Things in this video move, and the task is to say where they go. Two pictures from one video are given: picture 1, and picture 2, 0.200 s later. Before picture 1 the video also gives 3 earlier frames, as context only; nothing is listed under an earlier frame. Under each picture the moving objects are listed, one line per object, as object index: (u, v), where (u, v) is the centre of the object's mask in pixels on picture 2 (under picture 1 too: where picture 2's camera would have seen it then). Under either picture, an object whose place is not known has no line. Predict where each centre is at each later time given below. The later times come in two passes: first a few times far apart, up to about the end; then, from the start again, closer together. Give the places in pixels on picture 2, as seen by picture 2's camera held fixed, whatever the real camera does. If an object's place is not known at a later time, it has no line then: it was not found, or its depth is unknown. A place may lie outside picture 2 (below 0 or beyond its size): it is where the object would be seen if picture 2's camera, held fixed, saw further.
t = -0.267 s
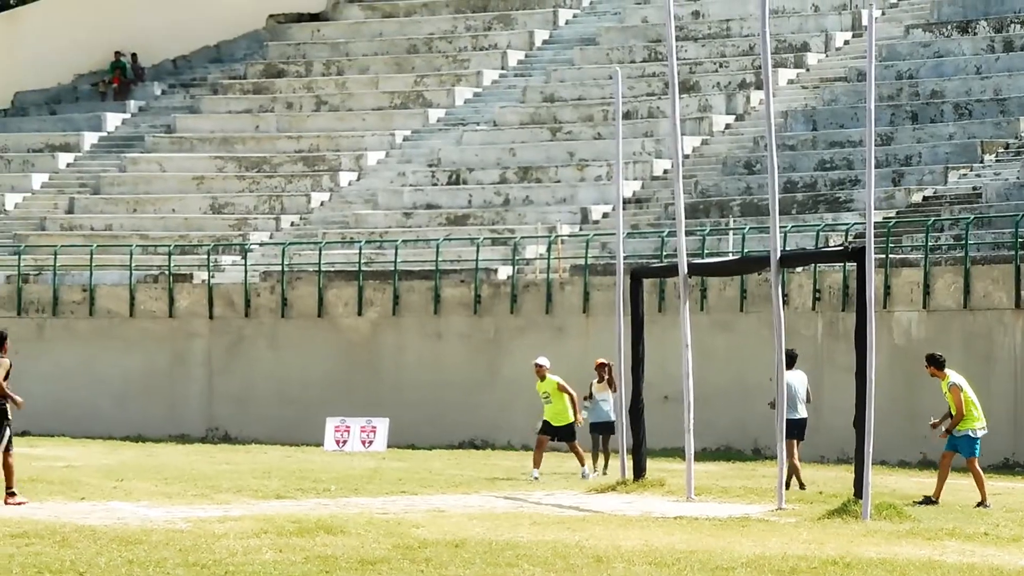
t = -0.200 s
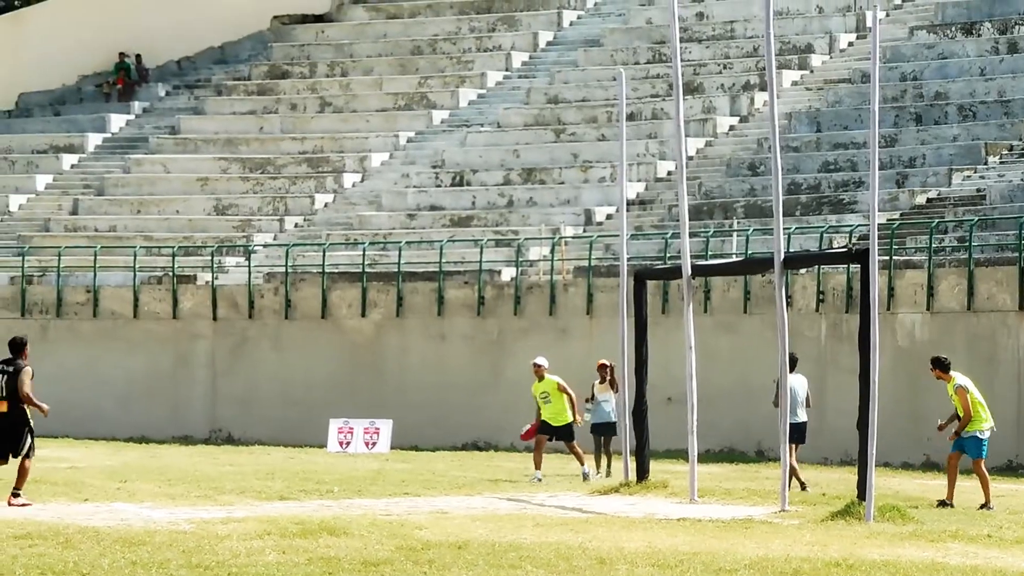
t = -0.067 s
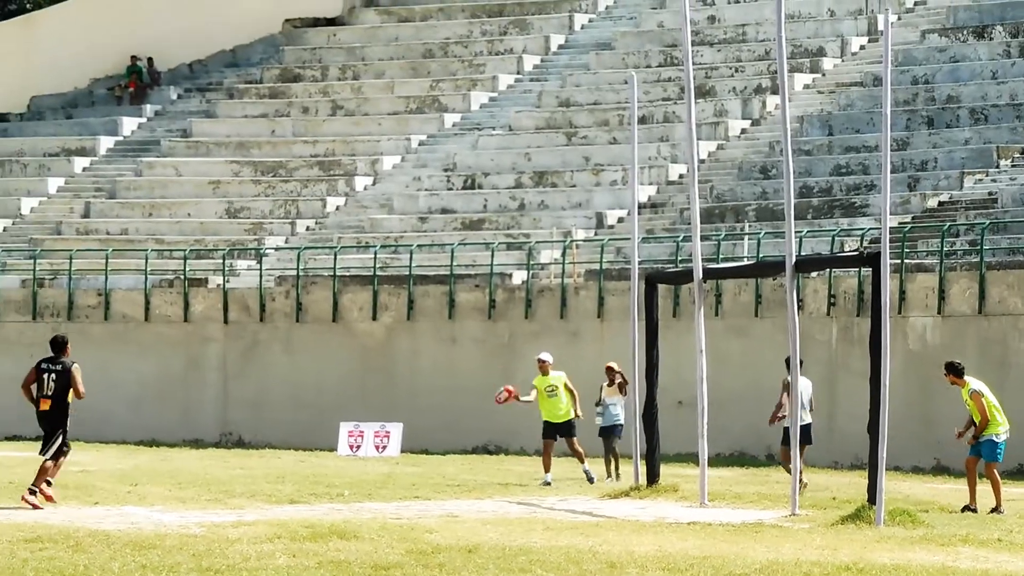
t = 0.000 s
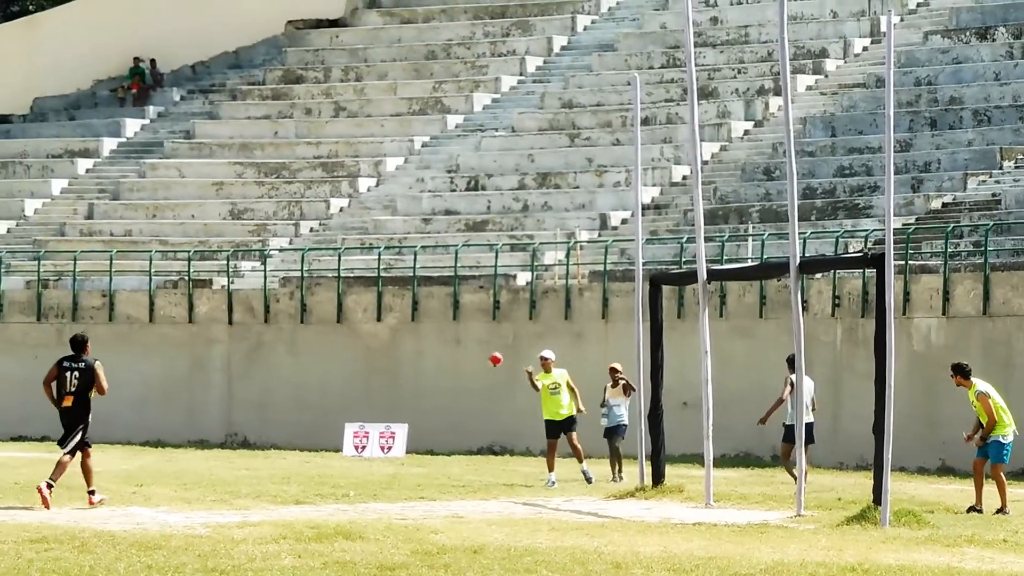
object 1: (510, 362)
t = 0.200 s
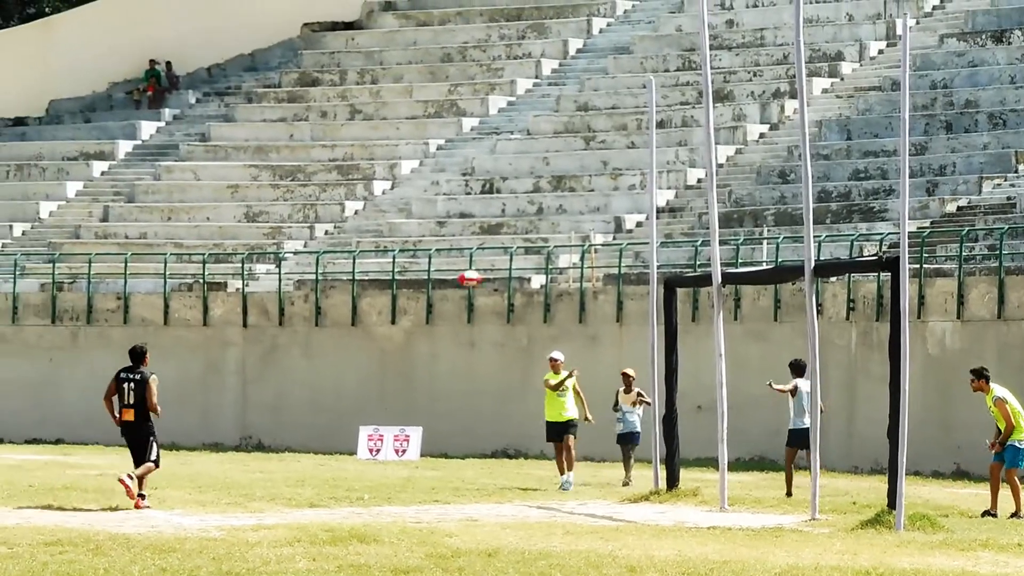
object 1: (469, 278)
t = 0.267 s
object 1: (456, 256)
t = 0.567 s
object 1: (386, 202)
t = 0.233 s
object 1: (463, 267)
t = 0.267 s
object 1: (456, 256)
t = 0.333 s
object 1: (440, 236)
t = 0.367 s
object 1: (433, 229)
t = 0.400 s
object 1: (425, 222)
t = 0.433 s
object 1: (418, 216)
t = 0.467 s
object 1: (410, 211)
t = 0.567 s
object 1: (386, 202)
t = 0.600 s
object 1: (377, 201)
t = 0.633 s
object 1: (368, 201)
